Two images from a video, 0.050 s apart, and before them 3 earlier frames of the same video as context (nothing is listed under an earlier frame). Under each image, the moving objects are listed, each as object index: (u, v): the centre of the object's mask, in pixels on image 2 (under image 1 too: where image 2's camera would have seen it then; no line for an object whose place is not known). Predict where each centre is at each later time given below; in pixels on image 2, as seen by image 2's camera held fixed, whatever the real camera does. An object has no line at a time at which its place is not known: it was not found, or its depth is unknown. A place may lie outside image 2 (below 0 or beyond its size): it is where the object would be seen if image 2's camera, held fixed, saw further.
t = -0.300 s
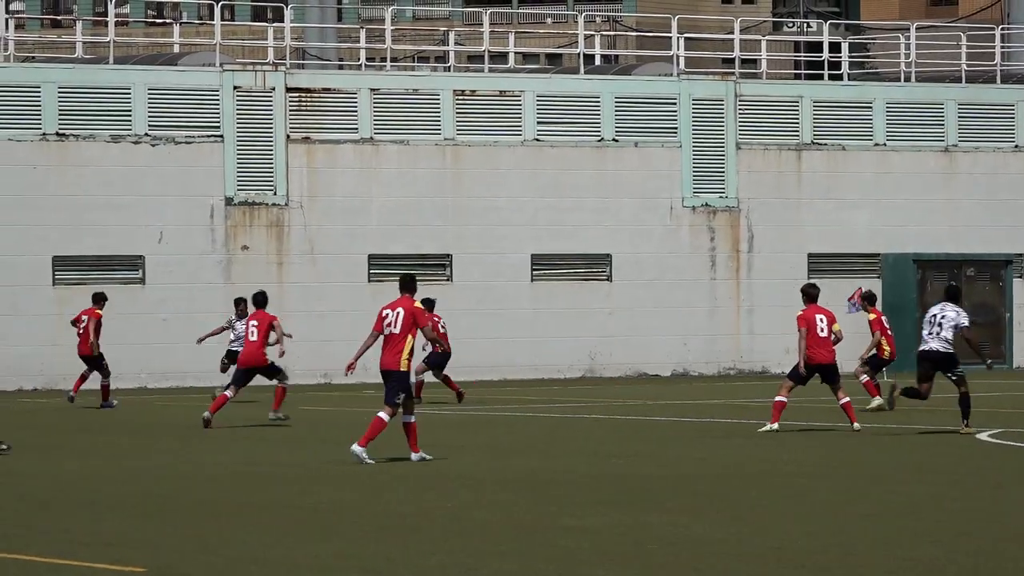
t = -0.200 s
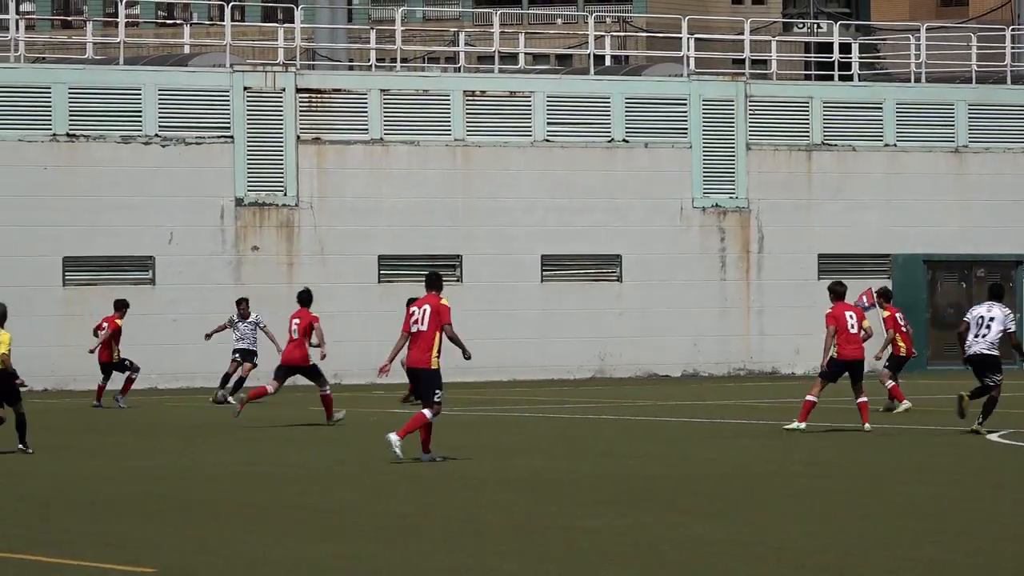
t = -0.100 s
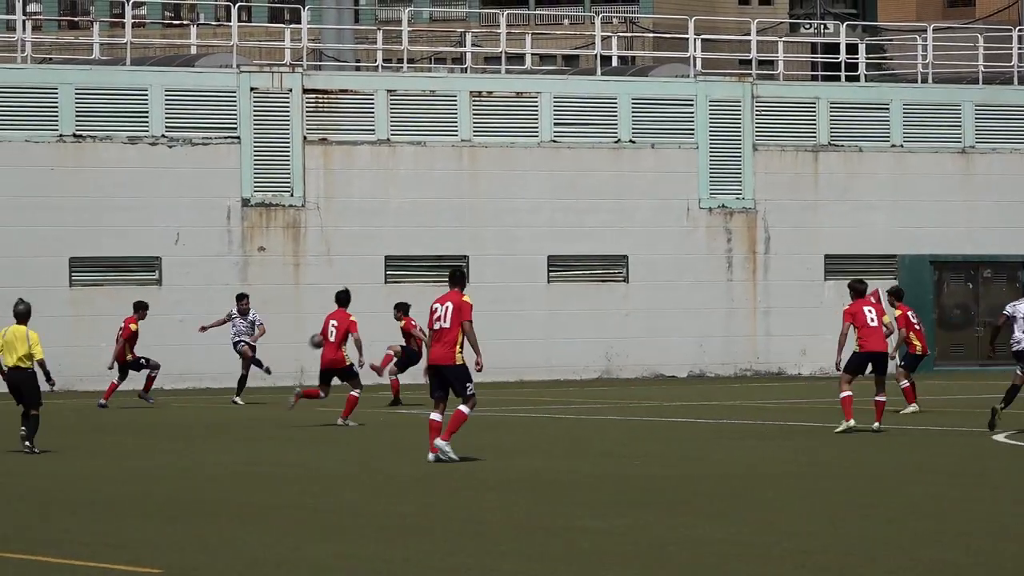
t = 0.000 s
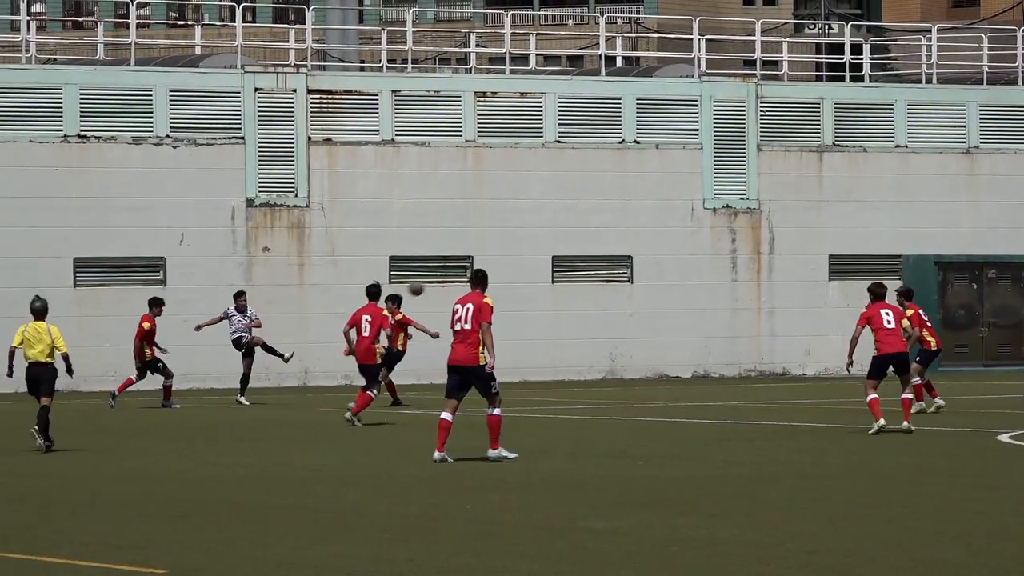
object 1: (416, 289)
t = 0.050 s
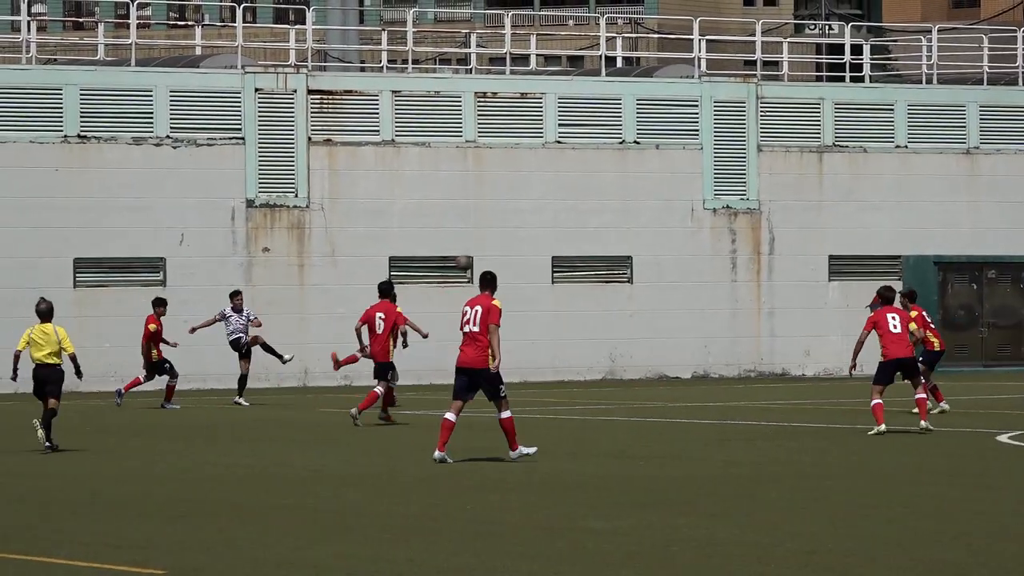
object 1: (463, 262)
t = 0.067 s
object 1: (479, 254)
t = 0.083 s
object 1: (495, 246)
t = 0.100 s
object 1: (510, 238)
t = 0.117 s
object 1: (526, 231)
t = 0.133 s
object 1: (542, 223)
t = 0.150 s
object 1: (557, 215)
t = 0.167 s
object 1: (573, 208)
